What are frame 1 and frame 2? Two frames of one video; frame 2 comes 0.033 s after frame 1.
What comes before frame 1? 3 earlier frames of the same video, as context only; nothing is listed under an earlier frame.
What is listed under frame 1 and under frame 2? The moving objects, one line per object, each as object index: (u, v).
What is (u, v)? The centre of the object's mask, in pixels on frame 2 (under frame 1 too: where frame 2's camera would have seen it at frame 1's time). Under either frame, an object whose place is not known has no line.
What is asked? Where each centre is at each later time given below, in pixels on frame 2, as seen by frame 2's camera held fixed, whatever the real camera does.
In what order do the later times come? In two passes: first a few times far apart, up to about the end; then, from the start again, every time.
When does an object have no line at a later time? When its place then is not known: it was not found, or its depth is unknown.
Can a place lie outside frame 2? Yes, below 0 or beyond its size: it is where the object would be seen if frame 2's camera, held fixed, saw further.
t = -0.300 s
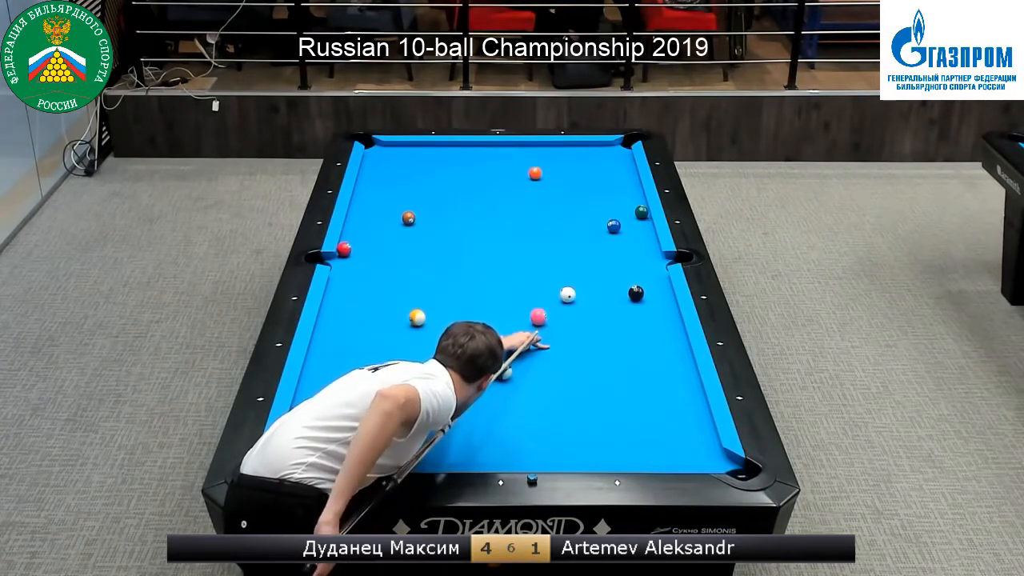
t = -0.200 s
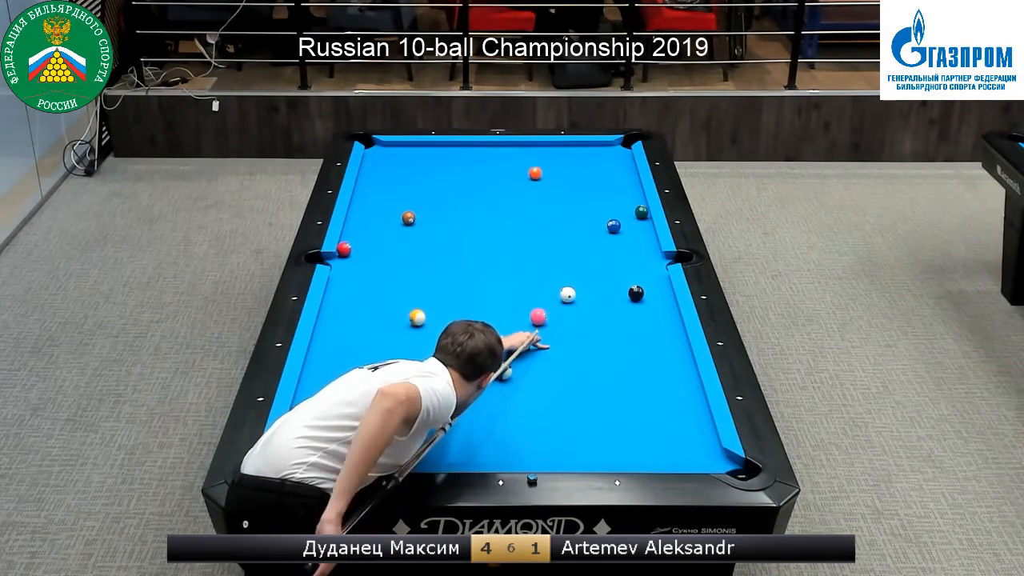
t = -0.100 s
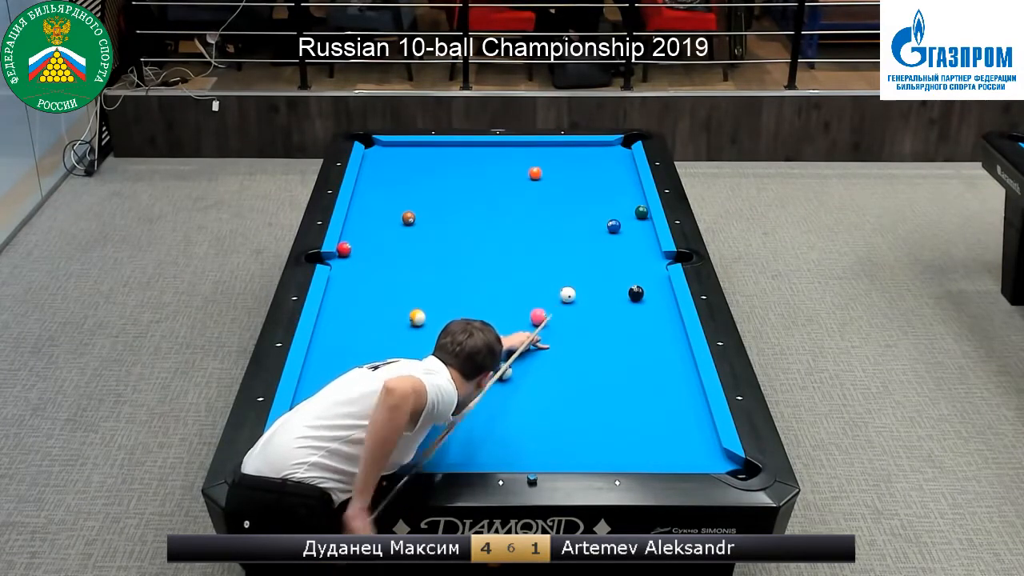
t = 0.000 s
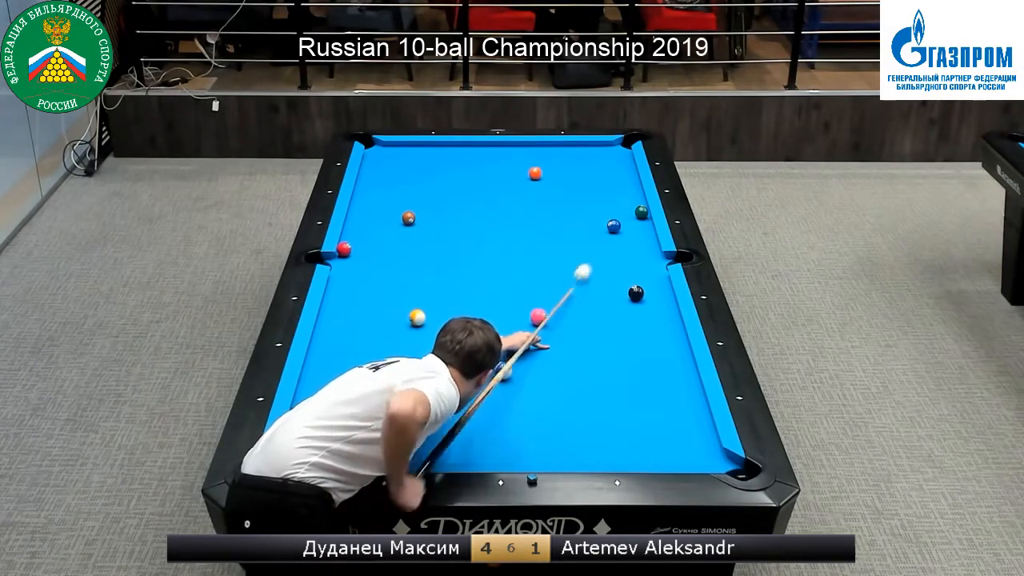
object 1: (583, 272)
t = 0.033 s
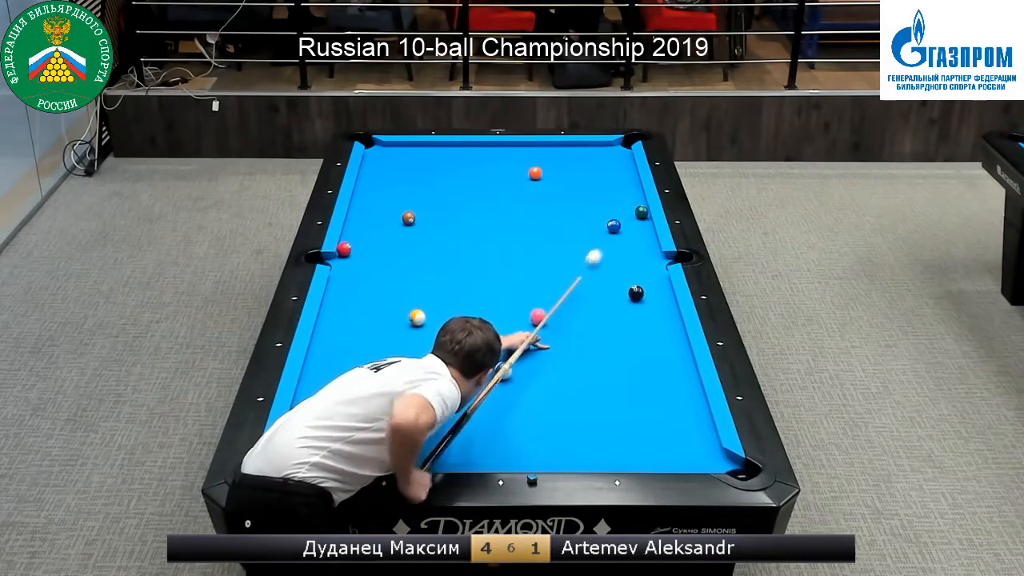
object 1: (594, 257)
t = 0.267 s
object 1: (648, 231)
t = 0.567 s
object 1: (616, 231)
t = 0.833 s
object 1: (591, 230)
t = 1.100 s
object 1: (566, 230)
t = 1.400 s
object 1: (541, 230)
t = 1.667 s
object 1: (520, 230)
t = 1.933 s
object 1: (502, 228)
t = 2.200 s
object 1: (484, 230)
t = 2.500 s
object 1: (465, 229)
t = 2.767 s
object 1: (450, 230)
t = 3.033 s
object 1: (437, 230)
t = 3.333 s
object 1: (425, 230)
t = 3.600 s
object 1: (414, 230)
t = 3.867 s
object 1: (406, 230)
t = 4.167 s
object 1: (398, 231)
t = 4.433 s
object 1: (392, 231)
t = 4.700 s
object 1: (388, 231)
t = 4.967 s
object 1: (386, 231)
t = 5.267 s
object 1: (385, 231)
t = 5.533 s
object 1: (385, 231)
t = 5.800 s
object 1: (385, 231)
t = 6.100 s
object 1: (385, 231)
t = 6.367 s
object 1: (385, 231)
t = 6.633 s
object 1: (385, 231)
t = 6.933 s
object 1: (385, 231)
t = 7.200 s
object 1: (385, 231)
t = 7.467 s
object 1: (385, 231)
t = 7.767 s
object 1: (385, 231)
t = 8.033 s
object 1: (385, 231)
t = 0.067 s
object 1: (604, 243)
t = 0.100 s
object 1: (613, 231)
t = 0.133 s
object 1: (621, 230)
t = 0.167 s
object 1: (628, 231)
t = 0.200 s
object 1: (635, 231)
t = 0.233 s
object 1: (642, 231)
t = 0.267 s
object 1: (648, 231)
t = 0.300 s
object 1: (645, 231)
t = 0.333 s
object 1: (641, 231)
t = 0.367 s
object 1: (637, 231)
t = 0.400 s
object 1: (633, 231)
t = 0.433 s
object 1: (630, 231)
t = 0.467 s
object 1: (626, 231)
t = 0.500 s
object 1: (623, 231)
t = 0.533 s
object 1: (619, 231)
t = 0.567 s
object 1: (616, 231)
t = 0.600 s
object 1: (613, 231)
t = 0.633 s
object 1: (610, 231)
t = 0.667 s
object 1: (606, 231)
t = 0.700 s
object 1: (603, 230)
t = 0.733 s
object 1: (600, 230)
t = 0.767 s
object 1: (597, 230)
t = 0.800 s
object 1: (594, 230)
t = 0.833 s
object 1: (591, 230)
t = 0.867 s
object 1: (588, 230)
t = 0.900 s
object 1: (584, 230)
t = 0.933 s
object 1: (581, 230)
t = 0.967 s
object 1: (578, 230)
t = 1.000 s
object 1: (575, 230)
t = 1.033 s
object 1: (572, 230)
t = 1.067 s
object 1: (569, 230)
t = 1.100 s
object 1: (566, 230)
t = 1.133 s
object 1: (564, 230)
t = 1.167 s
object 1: (561, 230)
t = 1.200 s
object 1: (558, 230)
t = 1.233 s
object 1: (555, 230)
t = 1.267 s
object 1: (552, 230)
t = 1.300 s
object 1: (549, 230)
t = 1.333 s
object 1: (547, 230)
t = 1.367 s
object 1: (544, 230)
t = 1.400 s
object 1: (541, 230)
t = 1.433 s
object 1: (538, 230)
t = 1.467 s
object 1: (536, 230)
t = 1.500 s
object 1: (533, 230)
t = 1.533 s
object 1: (530, 230)
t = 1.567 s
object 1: (528, 230)
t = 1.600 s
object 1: (525, 230)
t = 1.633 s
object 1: (523, 230)
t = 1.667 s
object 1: (520, 230)
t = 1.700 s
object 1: (518, 230)
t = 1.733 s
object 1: (515, 230)
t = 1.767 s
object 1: (513, 230)
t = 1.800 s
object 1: (511, 230)
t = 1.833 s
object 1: (508, 230)
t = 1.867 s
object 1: (506, 230)
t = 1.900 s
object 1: (504, 229)
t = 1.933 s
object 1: (502, 228)
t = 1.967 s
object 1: (499, 229)
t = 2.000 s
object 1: (497, 229)
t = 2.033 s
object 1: (494, 230)
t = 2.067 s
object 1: (492, 230)
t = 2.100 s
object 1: (490, 230)
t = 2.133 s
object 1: (488, 230)
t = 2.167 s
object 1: (485, 229)
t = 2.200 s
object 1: (484, 230)
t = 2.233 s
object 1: (481, 230)
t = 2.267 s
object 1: (479, 230)
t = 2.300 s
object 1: (477, 230)
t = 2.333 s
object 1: (475, 229)
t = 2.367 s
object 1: (473, 230)
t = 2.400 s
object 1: (471, 230)
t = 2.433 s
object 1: (469, 230)
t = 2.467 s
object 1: (467, 230)
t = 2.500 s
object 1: (465, 229)
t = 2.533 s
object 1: (463, 230)
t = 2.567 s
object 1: (461, 230)
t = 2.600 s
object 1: (460, 230)
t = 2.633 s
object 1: (458, 230)
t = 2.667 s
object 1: (456, 230)
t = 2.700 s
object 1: (454, 230)
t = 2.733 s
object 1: (452, 230)
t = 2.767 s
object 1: (450, 230)
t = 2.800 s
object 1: (449, 230)
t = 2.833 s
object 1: (447, 230)
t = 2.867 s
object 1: (445, 230)
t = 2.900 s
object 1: (444, 230)
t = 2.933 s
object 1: (442, 230)
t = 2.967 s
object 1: (441, 230)
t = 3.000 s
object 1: (439, 230)
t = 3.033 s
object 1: (437, 230)
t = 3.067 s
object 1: (436, 230)
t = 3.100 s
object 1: (434, 230)
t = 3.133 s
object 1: (433, 230)
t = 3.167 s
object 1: (432, 230)
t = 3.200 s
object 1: (430, 230)
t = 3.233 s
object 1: (428, 230)
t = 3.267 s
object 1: (427, 230)
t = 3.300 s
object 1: (426, 230)
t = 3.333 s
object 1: (425, 230)
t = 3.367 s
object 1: (423, 230)
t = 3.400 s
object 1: (422, 230)
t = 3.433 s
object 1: (420, 230)
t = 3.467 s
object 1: (419, 230)
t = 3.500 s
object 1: (418, 230)
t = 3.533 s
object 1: (417, 230)
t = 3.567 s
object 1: (416, 230)
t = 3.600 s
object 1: (414, 230)
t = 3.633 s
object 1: (413, 230)
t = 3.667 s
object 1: (412, 230)
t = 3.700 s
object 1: (411, 230)
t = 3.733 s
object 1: (410, 230)
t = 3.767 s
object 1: (409, 230)
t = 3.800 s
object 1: (408, 230)
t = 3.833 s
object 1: (407, 230)
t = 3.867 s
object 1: (406, 230)
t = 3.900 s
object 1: (405, 231)
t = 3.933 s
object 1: (404, 231)
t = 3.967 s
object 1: (403, 231)
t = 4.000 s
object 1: (402, 231)
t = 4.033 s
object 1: (401, 231)
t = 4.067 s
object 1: (400, 231)
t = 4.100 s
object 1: (399, 231)
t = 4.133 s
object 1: (398, 231)
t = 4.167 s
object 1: (398, 231)
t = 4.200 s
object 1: (397, 231)
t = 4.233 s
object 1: (396, 231)
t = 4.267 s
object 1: (395, 231)
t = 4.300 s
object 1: (395, 231)
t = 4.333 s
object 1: (394, 231)
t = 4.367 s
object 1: (393, 231)
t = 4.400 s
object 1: (393, 231)
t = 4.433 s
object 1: (392, 231)
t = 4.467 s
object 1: (392, 231)
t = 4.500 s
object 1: (391, 231)
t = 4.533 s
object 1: (390, 231)
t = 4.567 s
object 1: (390, 231)
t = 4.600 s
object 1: (389, 231)
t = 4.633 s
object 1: (389, 231)
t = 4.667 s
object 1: (389, 231)
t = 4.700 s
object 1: (388, 231)
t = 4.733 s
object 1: (388, 231)
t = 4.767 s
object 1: (387, 231)
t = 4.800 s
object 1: (387, 231)
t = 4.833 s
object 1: (387, 231)
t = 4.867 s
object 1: (386, 231)
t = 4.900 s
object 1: (386, 231)
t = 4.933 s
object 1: (386, 231)
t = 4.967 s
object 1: (386, 231)
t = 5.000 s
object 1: (386, 231)
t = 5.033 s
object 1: (385, 231)
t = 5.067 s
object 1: (385, 231)
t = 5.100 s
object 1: (385, 231)
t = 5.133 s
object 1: (385, 231)
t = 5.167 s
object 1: (385, 231)
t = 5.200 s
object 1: (385, 231)
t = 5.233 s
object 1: (385, 231)
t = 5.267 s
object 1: (385, 231)
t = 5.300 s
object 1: (385, 231)
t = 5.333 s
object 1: (385, 231)
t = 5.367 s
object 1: (385, 231)
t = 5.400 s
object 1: (385, 231)
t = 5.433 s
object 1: (385, 231)
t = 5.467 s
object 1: (385, 231)
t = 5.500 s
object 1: (385, 231)
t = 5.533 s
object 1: (385, 231)
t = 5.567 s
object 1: (385, 231)
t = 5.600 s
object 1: (385, 231)
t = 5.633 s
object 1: (385, 231)
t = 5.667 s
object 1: (385, 231)
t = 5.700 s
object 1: (385, 231)
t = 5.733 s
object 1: (385, 231)
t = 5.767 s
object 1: (385, 231)
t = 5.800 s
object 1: (385, 231)
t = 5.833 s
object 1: (385, 231)
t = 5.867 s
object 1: (385, 231)
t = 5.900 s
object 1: (385, 231)
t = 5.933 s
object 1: (385, 231)
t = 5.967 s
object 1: (385, 231)
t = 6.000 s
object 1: (385, 231)
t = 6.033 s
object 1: (385, 231)
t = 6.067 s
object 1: (385, 231)
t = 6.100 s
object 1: (385, 231)
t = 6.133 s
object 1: (385, 231)
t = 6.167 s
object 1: (385, 231)
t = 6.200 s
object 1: (385, 231)
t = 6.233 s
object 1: (385, 231)
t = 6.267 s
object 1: (385, 231)
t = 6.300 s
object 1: (385, 231)
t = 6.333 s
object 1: (385, 231)
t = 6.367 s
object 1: (385, 231)
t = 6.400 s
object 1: (385, 231)
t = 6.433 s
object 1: (385, 231)
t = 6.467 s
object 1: (385, 231)
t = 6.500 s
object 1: (385, 231)
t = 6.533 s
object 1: (385, 231)
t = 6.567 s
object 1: (385, 231)
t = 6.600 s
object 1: (385, 231)
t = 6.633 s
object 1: (385, 231)
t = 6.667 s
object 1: (385, 231)
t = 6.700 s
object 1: (385, 231)
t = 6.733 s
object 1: (385, 231)
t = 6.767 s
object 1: (385, 231)
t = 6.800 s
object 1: (385, 231)
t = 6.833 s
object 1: (385, 231)
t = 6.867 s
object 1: (385, 231)
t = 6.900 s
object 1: (385, 231)
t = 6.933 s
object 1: (385, 231)
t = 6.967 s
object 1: (385, 231)
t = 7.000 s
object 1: (385, 231)
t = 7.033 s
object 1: (385, 231)
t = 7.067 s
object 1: (385, 231)
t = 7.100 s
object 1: (385, 231)
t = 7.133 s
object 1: (385, 231)
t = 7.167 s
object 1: (385, 231)
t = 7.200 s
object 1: (385, 231)
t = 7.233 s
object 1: (385, 231)
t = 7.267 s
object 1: (385, 231)
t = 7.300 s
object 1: (385, 231)
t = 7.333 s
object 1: (385, 231)
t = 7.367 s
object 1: (385, 231)
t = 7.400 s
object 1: (385, 231)
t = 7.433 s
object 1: (385, 231)
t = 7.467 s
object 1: (385, 231)
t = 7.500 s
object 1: (385, 231)
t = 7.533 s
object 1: (385, 231)
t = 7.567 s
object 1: (385, 231)
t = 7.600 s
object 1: (385, 231)
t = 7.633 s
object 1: (385, 231)
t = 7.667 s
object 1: (385, 231)
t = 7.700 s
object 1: (385, 231)
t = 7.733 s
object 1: (385, 231)
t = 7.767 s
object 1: (385, 231)
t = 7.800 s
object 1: (385, 231)
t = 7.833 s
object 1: (385, 231)
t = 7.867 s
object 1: (385, 231)
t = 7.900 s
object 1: (385, 231)
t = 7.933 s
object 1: (385, 231)
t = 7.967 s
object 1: (385, 231)
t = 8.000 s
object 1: (385, 231)
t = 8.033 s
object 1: (385, 231)
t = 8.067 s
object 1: (385, 231)
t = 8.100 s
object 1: (385, 231)
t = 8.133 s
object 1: (385, 231)
